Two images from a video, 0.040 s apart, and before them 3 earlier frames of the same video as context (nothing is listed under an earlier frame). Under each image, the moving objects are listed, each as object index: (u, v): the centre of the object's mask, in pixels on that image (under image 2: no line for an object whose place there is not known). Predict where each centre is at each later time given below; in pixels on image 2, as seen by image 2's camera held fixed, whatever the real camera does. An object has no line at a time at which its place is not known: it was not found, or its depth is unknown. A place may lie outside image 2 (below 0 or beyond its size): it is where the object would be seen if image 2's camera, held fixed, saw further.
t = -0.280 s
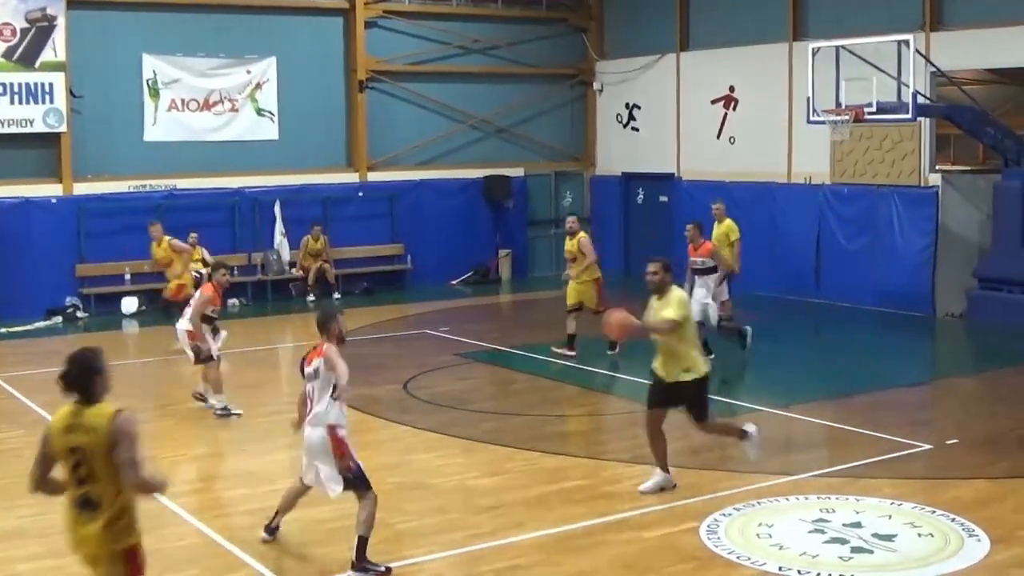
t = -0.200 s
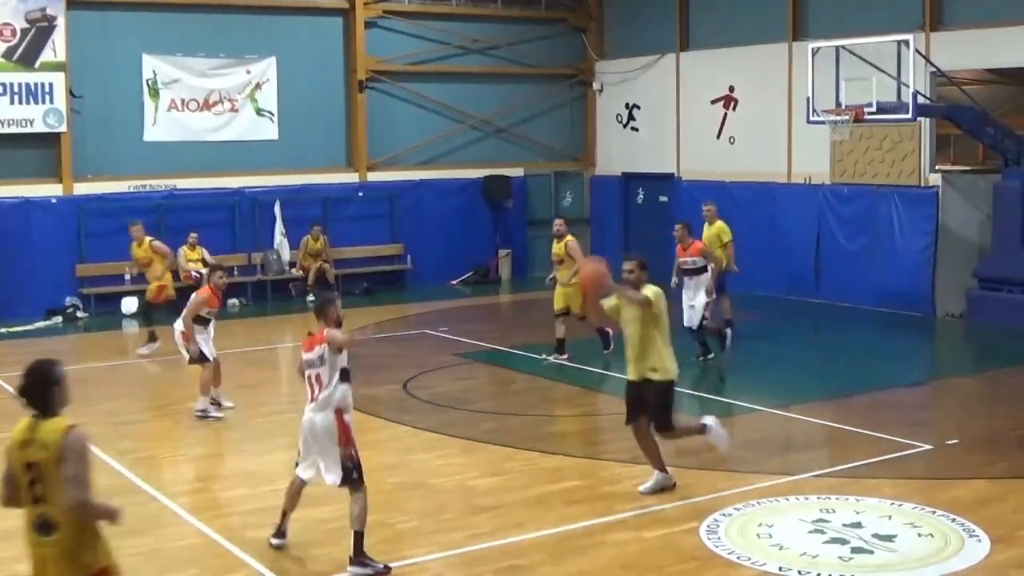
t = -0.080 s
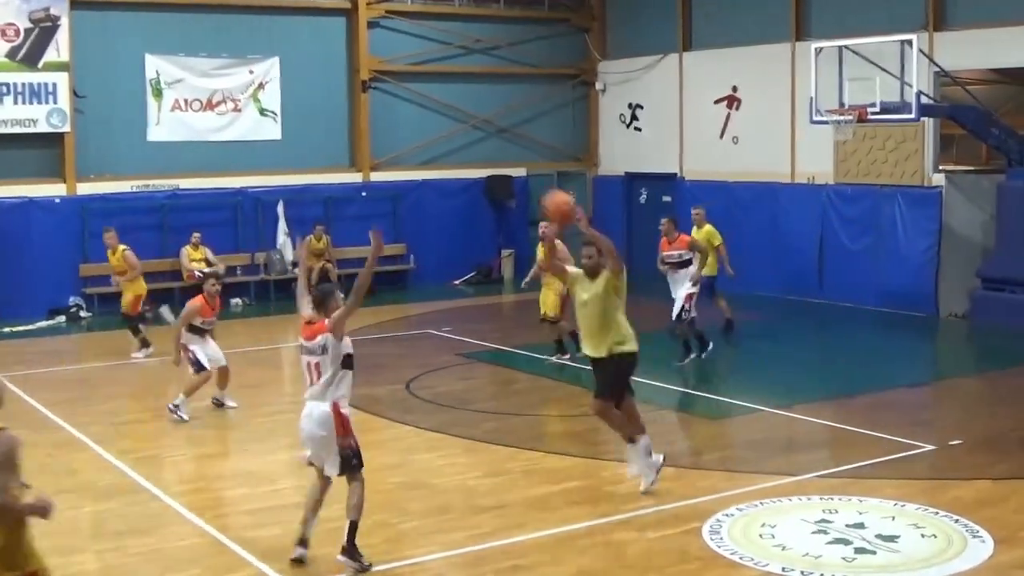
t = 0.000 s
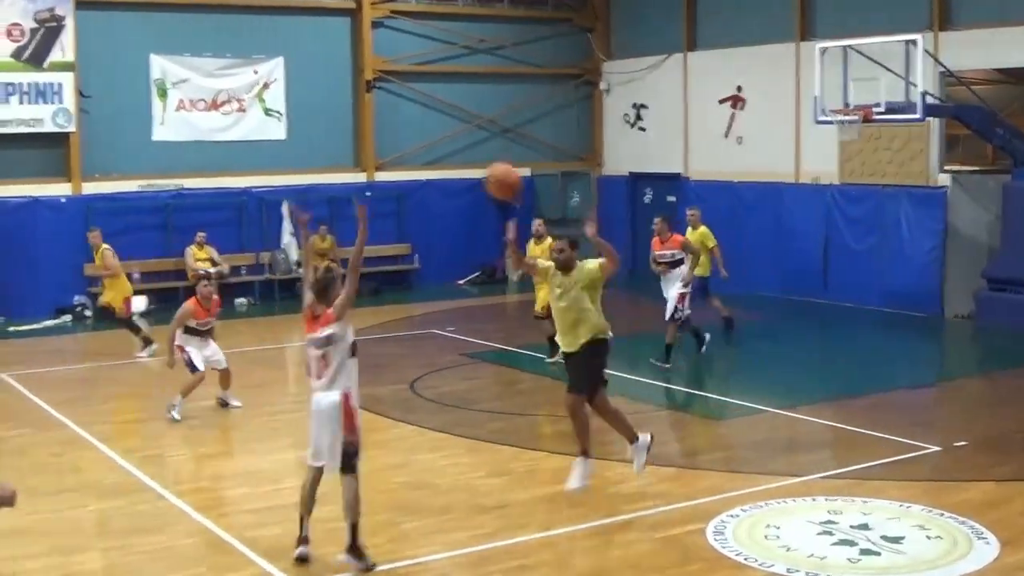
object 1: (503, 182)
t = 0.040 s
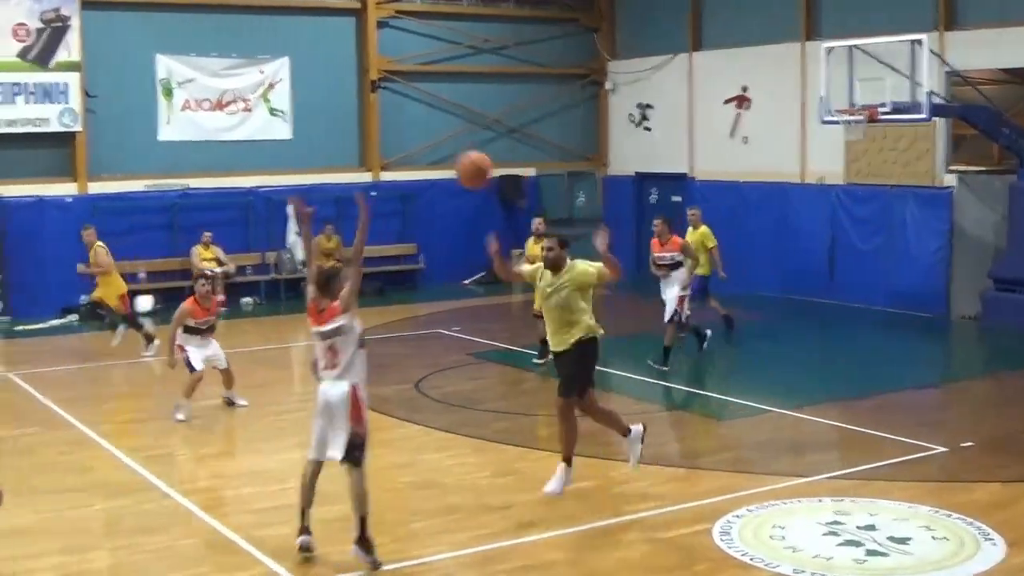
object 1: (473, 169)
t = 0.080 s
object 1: (437, 159)
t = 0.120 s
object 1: (400, 152)
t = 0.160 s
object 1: (353, 147)
